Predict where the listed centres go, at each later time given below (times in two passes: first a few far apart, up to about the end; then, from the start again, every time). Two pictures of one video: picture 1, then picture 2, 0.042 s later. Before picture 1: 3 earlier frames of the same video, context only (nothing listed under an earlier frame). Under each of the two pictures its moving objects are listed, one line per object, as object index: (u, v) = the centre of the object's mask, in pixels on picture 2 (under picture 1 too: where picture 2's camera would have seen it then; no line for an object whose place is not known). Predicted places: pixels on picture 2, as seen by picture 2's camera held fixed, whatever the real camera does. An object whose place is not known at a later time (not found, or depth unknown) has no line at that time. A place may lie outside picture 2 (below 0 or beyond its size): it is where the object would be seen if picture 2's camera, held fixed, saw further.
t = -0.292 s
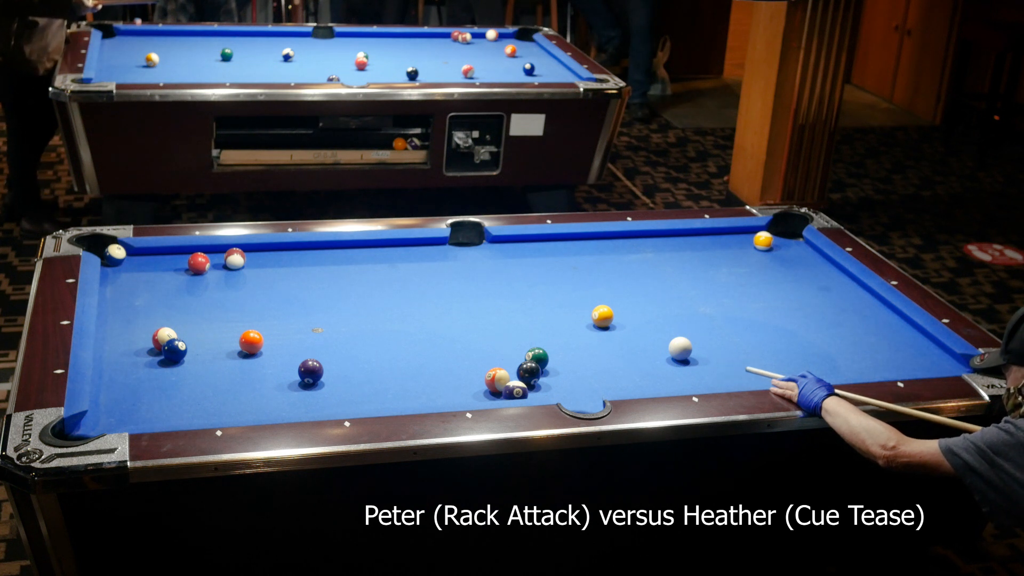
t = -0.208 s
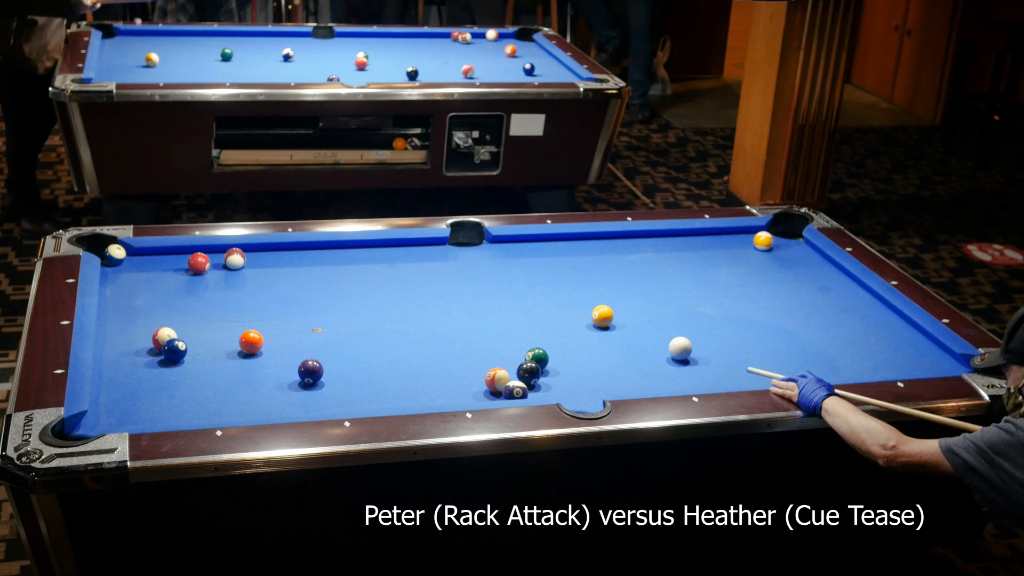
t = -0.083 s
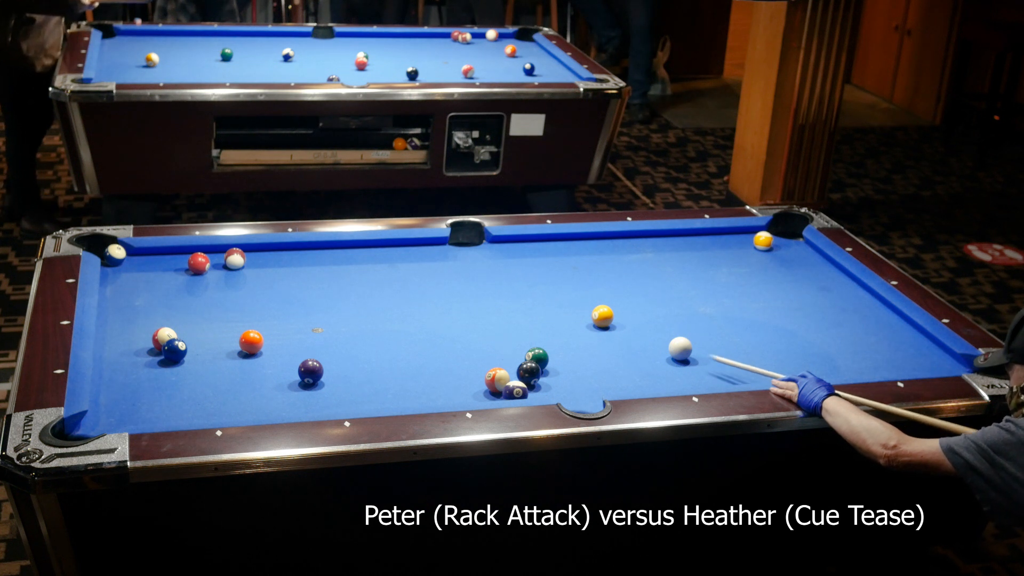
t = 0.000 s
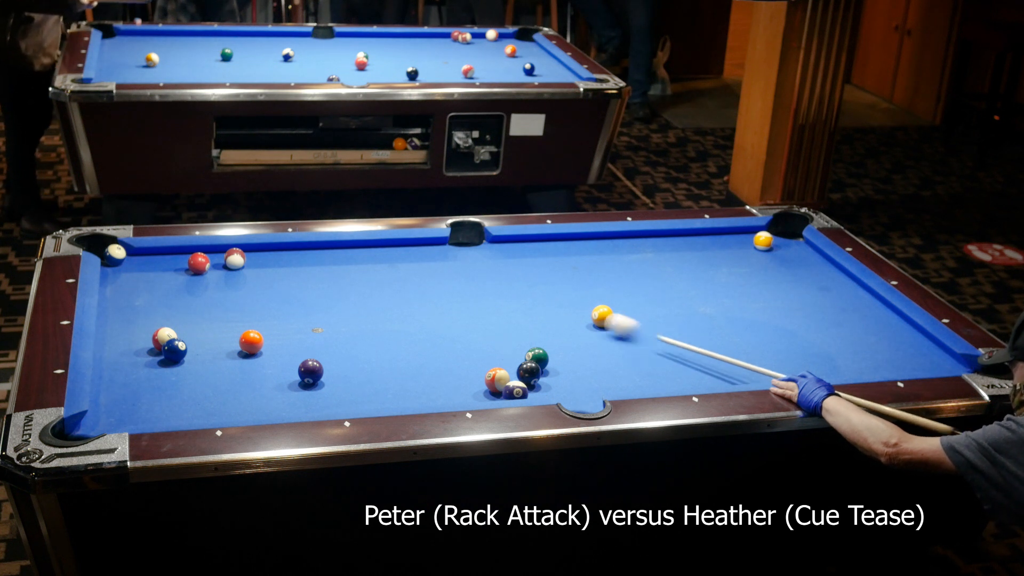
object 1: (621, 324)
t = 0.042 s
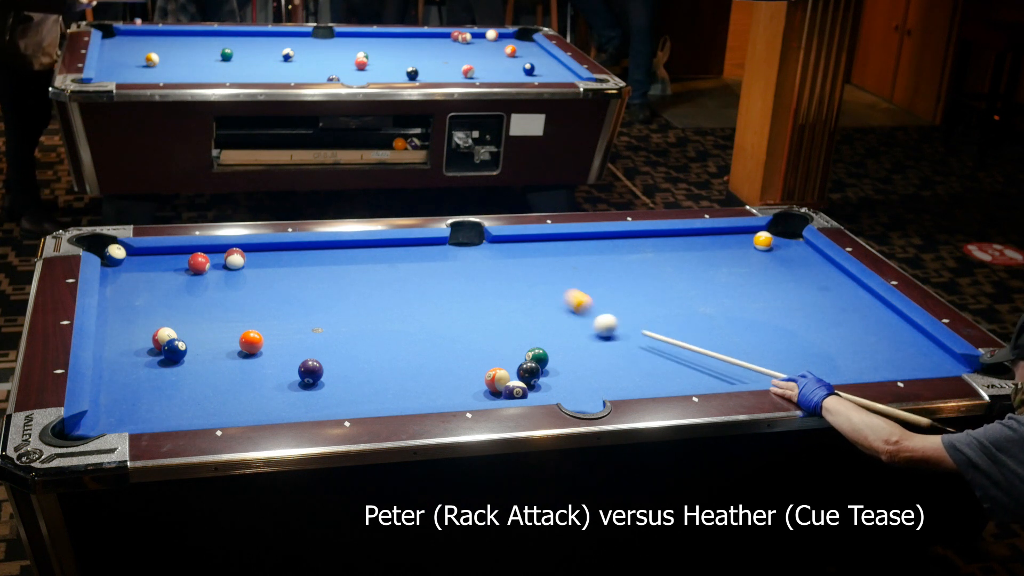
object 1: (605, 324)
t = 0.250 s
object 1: (542, 325)
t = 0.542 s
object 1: (454, 323)
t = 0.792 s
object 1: (382, 321)
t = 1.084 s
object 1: (301, 319)
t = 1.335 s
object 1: (234, 317)
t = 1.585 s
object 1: (169, 315)
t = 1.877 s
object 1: (116, 312)
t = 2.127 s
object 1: (151, 308)
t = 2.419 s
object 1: (188, 304)
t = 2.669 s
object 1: (217, 300)
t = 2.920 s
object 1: (244, 297)
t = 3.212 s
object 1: (272, 293)
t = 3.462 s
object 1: (293, 290)
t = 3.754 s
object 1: (314, 287)
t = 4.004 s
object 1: (331, 284)
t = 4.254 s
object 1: (345, 282)
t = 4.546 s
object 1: (358, 279)
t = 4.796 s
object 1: (368, 277)
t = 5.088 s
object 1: (376, 275)
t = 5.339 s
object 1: (382, 274)
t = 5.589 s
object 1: (385, 274)
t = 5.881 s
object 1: (387, 273)
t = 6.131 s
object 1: (387, 273)
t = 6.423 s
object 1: (387, 273)
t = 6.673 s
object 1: (387, 273)
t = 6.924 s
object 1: (387, 273)
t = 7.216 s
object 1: (387, 273)
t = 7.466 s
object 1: (387, 273)
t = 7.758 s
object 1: (387, 273)
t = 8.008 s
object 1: (387, 273)
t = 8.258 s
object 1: (387, 273)
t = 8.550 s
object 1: (387, 273)
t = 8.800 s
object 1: (387, 273)
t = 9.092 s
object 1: (387, 273)
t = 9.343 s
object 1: (387, 273)
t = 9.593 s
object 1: (387, 273)
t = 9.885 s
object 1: (387, 273)
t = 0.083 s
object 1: (593, 325)
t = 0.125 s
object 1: (580, 325)
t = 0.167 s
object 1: (567, 326)
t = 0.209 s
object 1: (554, 325)
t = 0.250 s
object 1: (542, 325)
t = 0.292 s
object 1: (529, 325)
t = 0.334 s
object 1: (516, 325)
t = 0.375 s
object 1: (504, 324)
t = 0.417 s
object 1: (491, 324)
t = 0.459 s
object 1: (479, 324)
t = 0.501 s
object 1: (467, 323)
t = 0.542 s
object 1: (454, 323)
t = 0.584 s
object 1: (442, 323)
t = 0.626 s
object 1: (430, 323)
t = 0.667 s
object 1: (418, 322)
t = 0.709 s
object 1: (406, 322)
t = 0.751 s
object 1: (394, 322)
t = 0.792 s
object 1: (382, 321)
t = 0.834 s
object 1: (370, 321)
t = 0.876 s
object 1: (358, 320)
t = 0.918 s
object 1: (346, 320)
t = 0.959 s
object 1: (335, 320)
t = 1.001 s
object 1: (323, 319)
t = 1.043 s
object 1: (312, 319)
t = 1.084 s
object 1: (301, 319)
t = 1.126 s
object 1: (289, 318)
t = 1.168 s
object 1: (278, 318)
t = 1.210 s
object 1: (267, 318)
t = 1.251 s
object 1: (256, 317)
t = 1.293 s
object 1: (245, 317)
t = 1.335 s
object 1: (234, 317)
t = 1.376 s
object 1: (223, 317)
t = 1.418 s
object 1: (212, 316)
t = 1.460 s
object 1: (201, 316)
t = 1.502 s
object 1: (190, 315)
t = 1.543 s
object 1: (180, 315)
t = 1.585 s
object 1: (169, 315)
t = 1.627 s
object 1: (159, 315)
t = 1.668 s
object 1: (149, 314)
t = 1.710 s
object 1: (138, 314)
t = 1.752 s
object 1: (128, 314)
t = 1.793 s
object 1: (118, 313)
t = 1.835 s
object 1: (110, 313)
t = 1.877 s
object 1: (116, 312)
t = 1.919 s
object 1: (122, 311)
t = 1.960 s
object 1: (128, 311)
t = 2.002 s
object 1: (133, 310)
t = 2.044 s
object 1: (139, 309)
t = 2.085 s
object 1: (145, 309)
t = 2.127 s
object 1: (151, 308)
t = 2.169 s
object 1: (156, 307)
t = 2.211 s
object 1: (162, 307)
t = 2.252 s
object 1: (167, 306)
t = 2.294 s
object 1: (172, 306)
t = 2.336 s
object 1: (178, 305)
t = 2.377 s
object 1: (183, 304)
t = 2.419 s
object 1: (188, 304)
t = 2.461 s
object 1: (193, 303)
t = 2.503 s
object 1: (198, 302)
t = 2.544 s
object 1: (203, 302)
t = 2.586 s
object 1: (208, 301)
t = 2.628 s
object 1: (213, 301)
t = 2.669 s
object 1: (217, 300)
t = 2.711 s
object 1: (222, 299)
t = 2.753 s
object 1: (226, 299)
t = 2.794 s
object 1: (231, 298)
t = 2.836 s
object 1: (235, 298)
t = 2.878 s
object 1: (240, 297)
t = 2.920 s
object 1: (244, 297)
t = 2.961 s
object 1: (248, 296)
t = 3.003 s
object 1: (252, 295)
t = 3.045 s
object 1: (256, 295)
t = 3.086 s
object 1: (260, 294)
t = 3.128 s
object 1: (264, 294)
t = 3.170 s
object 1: (268, 293)
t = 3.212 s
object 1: (272, 293)
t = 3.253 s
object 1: (275, 292)
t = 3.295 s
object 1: (279, 292)
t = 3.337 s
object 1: (283, 291)
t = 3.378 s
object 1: (286, 291)
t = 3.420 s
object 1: (289, 290)
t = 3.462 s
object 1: (293, 290)
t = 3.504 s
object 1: (296, 289)
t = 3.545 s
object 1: (299, 289)
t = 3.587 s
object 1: (302, 288)
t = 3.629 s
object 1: (306, 288)
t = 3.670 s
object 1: (309, 287)
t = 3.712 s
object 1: (312, 287)
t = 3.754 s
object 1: (314, 287)
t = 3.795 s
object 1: (317, 286)
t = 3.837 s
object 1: (320, 286)
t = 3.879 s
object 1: (323, 285)
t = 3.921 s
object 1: (326, 285)
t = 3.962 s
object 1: (328, 284)
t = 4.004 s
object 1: (331, 284)
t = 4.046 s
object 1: (333, 284)
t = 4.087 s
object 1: (336, 283)
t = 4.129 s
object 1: (338, 282)
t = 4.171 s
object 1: (340, 282)
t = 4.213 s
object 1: (343, 282)
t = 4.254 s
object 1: (345, 282)
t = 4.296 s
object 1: (347, 281)
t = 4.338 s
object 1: (349, 281)
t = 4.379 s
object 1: (351, 281)
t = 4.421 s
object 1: (353, 280)
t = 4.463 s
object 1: (355, 280)
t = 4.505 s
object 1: (356, 279)
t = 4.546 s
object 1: (358, 279)
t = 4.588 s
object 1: (360, 279)
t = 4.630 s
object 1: (362, 278)
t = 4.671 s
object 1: (363, 278)
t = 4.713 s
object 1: (365, 277)
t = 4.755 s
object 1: (366, 277)
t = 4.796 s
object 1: (368, 277)
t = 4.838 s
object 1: (369, 277)
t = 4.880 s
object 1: (370, 277)
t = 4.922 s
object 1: (371, 276)
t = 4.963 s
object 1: (373, 276)
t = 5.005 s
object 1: (374, 276)
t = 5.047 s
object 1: (375, 275)
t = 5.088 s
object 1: (376, 275)
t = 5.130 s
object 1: (377, 275)
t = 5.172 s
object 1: (378, 275)
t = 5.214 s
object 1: (379, 274)
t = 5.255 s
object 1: (380, 274)
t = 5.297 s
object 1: (381, 274)
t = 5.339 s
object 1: (382, 274)
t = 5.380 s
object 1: (382, 274)
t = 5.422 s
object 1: (383, 274)
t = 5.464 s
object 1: (384, 274)
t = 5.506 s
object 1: (384, 274)
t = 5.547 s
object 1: (385, 274)
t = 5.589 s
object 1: (385, 274)
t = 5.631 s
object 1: (386, 273)
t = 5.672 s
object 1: (386, 273)
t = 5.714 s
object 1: (387, 273)
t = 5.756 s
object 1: (387, 273)
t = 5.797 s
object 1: (387, 273)
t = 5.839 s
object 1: (387, 273)
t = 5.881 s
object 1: (387, 273)
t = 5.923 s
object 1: (387, 273)
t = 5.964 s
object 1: (387, 273)
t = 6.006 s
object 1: (387, 273)
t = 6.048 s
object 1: (387, 273)
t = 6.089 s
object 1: (387, 273)
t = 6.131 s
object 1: (387, 273)
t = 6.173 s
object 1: (387, 273)
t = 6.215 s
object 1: (387, 273)
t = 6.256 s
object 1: (387, 273)
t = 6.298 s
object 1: (387, 273)
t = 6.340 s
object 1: (387, 273)
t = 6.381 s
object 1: (387, 273)
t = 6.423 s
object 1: (387, 273)
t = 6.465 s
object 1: (387, 273)
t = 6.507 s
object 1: (387, 273)
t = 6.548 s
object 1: (387, 273)
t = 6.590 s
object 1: (387, 273)
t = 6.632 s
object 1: (387, 273)
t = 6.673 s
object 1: (387, 273)
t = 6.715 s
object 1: (387, 273)
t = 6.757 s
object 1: (387, 273)
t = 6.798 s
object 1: (387, 273)
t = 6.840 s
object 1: (387, 273)
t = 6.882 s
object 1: (387, 273)
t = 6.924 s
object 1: (387, 273)
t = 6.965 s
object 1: (387, 273)
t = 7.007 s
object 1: (387, 273)
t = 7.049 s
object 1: (387, 273)
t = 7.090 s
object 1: (387, 273)
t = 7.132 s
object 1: (387, 273)
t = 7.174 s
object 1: (387, 273)
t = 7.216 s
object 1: (387, 273)
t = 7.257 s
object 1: (387, 273)
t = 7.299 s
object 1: (387, 273)
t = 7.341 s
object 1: (387, 273)
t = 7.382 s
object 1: (387, 273)
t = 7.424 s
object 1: (387, 273)
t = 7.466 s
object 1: (387, 273)
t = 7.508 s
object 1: (387, 273)
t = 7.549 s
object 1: (387, 273)
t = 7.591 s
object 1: (387, 273)
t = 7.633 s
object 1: (387, 273)
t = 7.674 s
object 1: (387, 273)
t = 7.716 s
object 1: (387, 273)
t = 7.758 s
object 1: (387, 273)
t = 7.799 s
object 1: (387, 273)
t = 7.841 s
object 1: (387, 273)
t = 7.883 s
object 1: (387, 273)
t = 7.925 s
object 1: (387, 273)
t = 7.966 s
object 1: (387, 273)
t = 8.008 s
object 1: (387, 273)
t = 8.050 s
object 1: (387, 273)
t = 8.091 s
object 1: (387, 273)
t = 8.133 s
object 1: (387, 273)
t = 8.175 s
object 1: (387, 273)
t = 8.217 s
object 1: (387, 273)
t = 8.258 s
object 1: (387, 273)
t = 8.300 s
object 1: (387, 273)
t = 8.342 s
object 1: (387, 273)
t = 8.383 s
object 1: (387, 273)
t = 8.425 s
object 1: (387, 273)
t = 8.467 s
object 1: (387, 273)
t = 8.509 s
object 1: (387, 273)
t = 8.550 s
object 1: (387, 273)
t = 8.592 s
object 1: (387, 273)
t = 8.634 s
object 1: (387, 273)
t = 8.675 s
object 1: (387, 273)
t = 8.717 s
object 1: (387, 273)
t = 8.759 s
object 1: (387, 273)
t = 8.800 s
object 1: (387, 273)
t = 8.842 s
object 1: (387, 273)
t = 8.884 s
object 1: (387, 273)
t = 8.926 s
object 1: (387, 273)
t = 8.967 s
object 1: (387, 273)
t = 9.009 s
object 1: (387, 273)
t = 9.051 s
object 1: (387, 273)
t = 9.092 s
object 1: (387, 273)
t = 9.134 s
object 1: (387, 273)
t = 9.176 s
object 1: (387, 273)
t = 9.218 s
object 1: (387, 273)
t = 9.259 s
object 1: (387, 273)
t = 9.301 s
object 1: (387, 273)
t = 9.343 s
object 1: (387, 273)
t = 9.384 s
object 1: (387, 273)
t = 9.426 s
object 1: (387, 273)
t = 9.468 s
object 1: (387, 273)
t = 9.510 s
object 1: (387, 273)
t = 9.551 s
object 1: (387, 273)
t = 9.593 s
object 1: (387, 273)
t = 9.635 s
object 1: (387, 273)
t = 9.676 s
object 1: (387, 273)
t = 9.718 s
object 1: (387, 273)
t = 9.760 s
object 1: (387, 273)
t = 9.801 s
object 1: (387, 273)
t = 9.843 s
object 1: (387, 273)
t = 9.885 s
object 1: (387, 273)
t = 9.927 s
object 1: (387, 273)
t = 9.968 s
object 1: (387, 273)
